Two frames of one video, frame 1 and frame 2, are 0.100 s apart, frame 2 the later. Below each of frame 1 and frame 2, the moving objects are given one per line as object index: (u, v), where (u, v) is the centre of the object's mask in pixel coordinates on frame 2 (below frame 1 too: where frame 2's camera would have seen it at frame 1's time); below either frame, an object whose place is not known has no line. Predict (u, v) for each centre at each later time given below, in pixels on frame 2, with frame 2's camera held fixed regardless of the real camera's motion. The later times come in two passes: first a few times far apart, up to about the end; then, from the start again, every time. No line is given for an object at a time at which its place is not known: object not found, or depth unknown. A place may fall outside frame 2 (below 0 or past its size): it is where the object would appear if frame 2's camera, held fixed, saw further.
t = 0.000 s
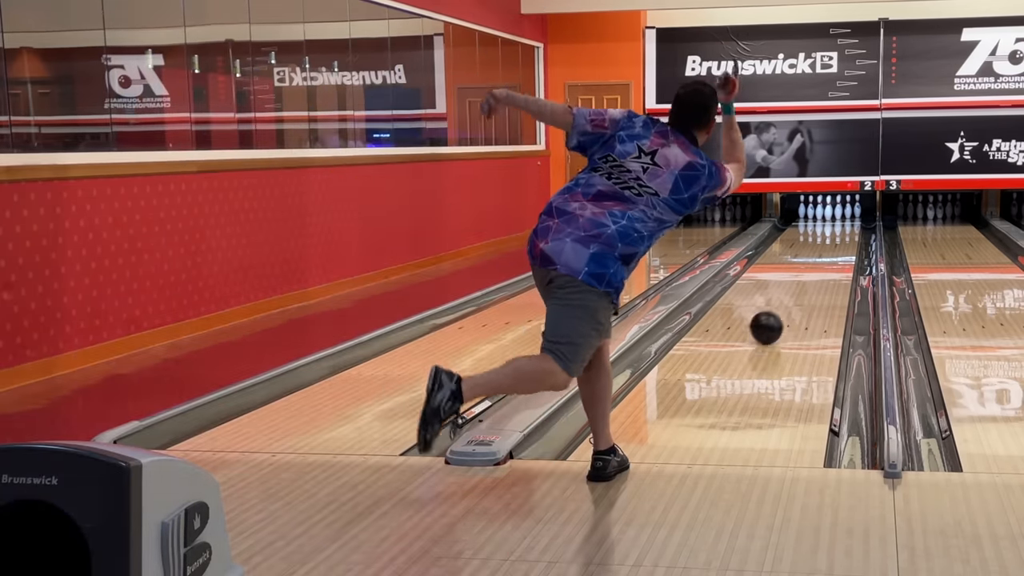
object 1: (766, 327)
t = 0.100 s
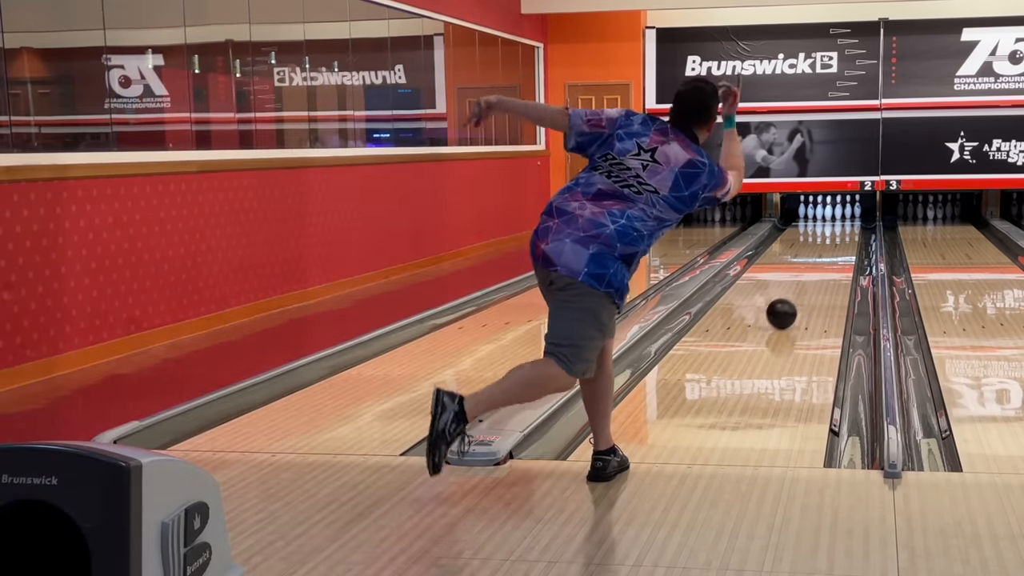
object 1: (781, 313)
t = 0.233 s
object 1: (798, 297)
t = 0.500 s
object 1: (822, 272)
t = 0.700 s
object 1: (835, 258)
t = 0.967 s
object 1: (845, 243)
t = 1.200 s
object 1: (848, 233)
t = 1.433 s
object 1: (846, 225)
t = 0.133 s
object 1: (786, 309)
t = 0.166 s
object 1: (790, 305)
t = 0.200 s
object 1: (794, 301)
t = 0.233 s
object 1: (798, 297)
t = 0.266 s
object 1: (802, 293)
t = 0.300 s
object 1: (805, 290)
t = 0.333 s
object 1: (808, 286)
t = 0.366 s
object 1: (811, 283)
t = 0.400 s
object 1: (814, 280)
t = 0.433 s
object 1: (817, 277)
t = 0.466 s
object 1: (819, 275)
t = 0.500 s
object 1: (822, 272)
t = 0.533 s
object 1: (825, 269)
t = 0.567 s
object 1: (827, 267)
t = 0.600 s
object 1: (829, 264)
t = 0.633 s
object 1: (831, 262)
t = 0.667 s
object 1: (833, 260)
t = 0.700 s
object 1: (835, 258)
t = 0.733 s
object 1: (837, 256)
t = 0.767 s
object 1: (838, 254)
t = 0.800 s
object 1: (840, 252)
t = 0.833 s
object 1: (841, 250)
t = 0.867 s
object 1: (842, 248)
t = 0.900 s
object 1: (843, 246)
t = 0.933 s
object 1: (844, 245)
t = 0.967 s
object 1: (845, 243)
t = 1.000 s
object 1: (846, 242)
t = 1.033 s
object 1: (846, 240)
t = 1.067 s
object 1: (847, 239)
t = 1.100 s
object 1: (847, 237)
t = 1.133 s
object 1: (848, 236)
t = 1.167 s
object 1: (848, 234)
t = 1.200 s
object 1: (848, 233)
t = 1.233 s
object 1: (848, 232)
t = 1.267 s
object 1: (848, 231)
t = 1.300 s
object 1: (848, 230)
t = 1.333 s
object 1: (847, 229)
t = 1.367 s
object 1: (847, 228)
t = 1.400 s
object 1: (846, 227)
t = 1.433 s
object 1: (846, 225)
